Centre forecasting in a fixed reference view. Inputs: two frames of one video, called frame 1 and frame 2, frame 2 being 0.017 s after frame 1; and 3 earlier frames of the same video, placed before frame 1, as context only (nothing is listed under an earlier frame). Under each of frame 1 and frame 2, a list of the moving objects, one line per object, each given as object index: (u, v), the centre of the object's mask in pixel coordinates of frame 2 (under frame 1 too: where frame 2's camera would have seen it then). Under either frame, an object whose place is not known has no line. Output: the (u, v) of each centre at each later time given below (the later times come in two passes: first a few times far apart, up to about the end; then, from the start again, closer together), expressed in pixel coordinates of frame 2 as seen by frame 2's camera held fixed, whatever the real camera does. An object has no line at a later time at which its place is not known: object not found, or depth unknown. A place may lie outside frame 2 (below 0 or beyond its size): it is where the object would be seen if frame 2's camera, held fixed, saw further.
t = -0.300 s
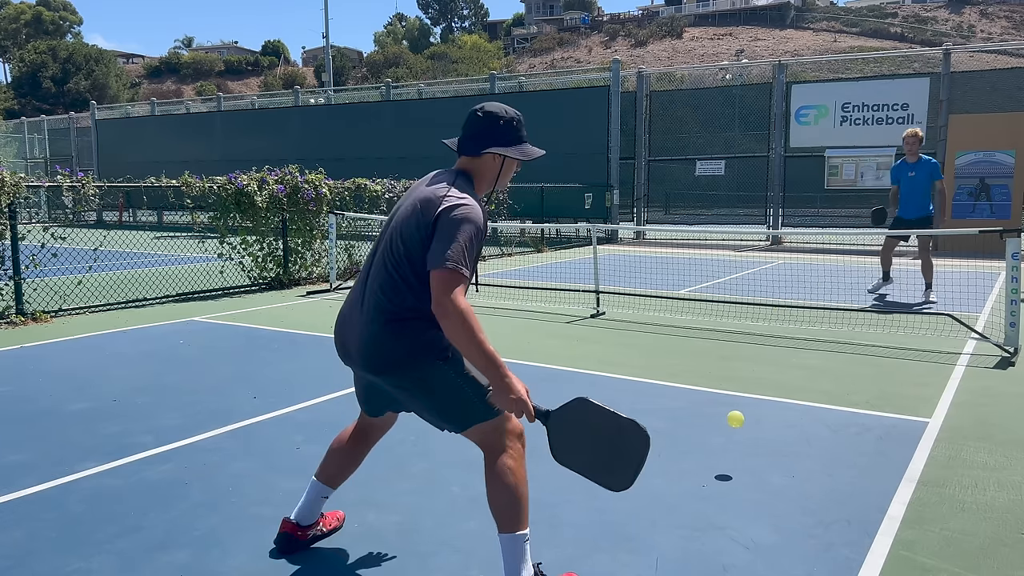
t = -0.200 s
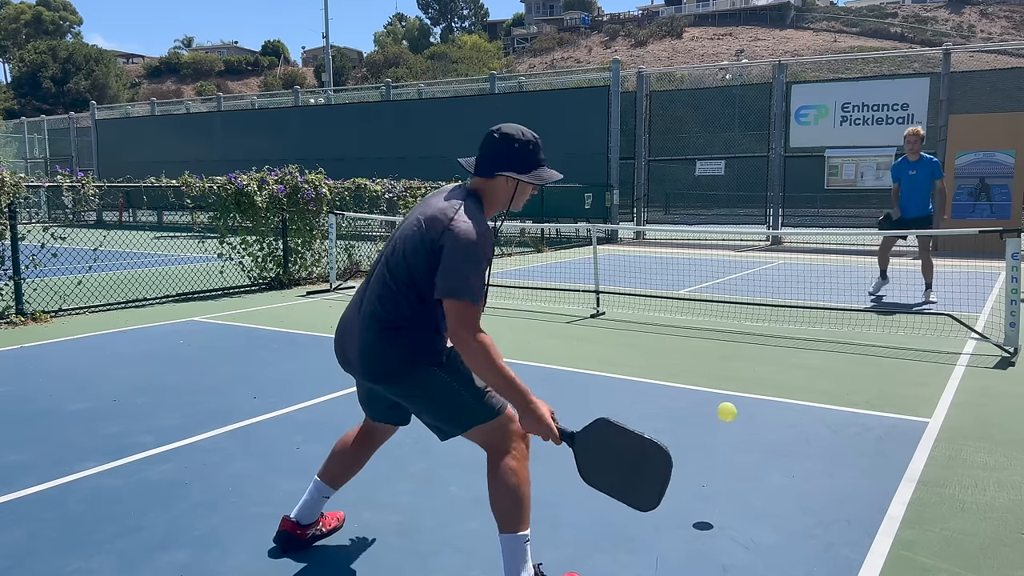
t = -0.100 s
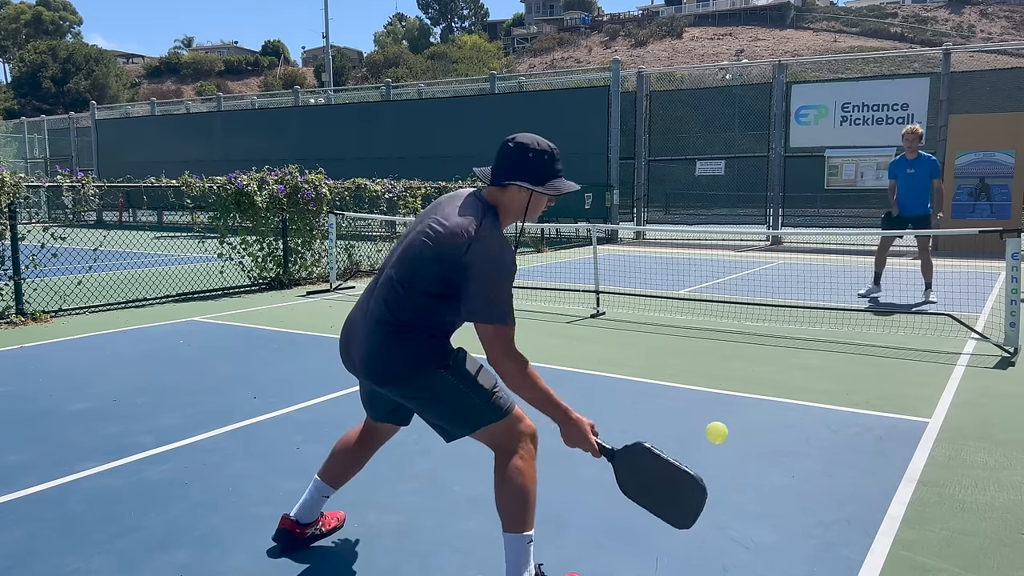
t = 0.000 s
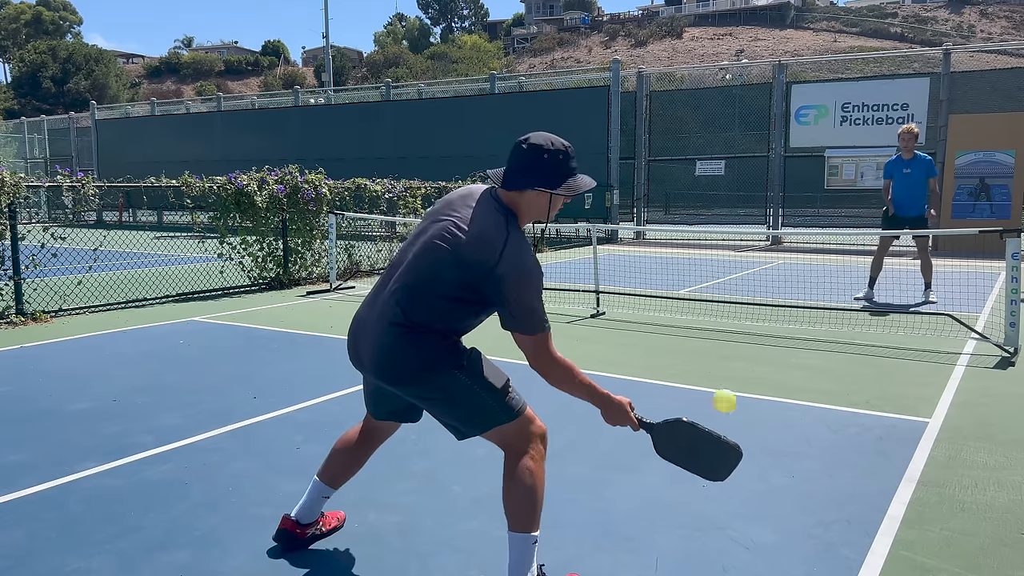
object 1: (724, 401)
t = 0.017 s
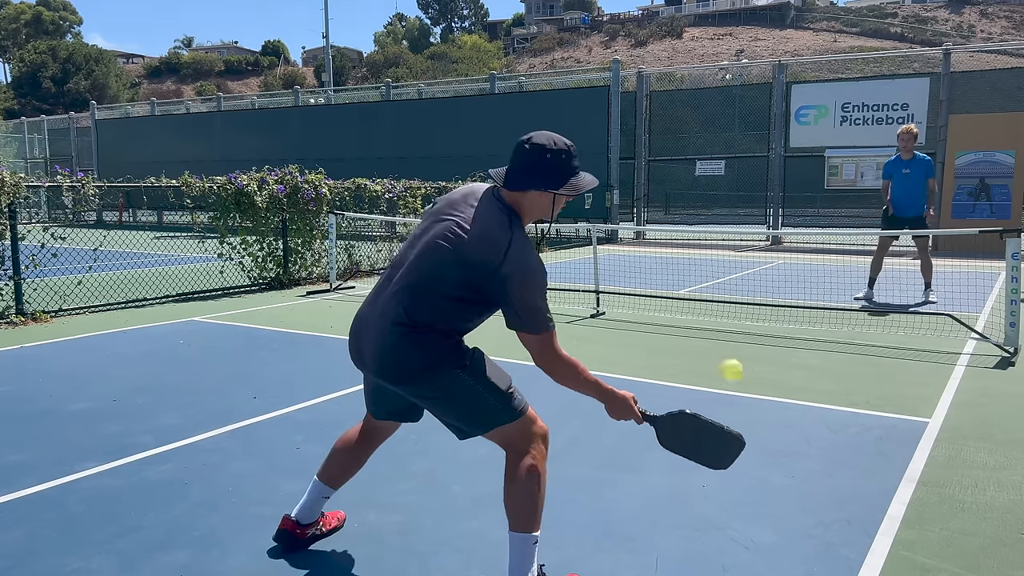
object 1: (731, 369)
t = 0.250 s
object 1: (805, 128)
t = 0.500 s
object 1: (849, 80)
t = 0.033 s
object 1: (739, 342)
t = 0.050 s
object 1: (745, 316)
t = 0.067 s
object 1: (751, 291)
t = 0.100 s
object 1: (763, 249)
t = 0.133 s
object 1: (774, 213)
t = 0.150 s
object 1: (779, 198)
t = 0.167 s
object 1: (783, 183)
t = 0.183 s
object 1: (788, 170)
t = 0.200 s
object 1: (793, 158)
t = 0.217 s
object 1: (797, 147)
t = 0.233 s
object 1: (801, 137)
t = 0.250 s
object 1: (805, 128)
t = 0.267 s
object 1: (809, 120)
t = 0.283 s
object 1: (813, 113)
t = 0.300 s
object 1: (816, 107)
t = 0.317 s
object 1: (820, 101)
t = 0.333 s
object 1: (823, 96)
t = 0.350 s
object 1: (826, 92)
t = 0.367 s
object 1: (829, 89)
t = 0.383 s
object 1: (832, 86)
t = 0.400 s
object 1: (834, 84)
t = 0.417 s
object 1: (837, 82)
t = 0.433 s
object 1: (840, 80)
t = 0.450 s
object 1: (842, 80)
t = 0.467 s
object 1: (844, 80)
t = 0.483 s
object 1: (847, 80)
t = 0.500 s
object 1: (849, 80)
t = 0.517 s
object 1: (851, 82)
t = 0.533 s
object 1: (853, 83)
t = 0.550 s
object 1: (855, 85)
